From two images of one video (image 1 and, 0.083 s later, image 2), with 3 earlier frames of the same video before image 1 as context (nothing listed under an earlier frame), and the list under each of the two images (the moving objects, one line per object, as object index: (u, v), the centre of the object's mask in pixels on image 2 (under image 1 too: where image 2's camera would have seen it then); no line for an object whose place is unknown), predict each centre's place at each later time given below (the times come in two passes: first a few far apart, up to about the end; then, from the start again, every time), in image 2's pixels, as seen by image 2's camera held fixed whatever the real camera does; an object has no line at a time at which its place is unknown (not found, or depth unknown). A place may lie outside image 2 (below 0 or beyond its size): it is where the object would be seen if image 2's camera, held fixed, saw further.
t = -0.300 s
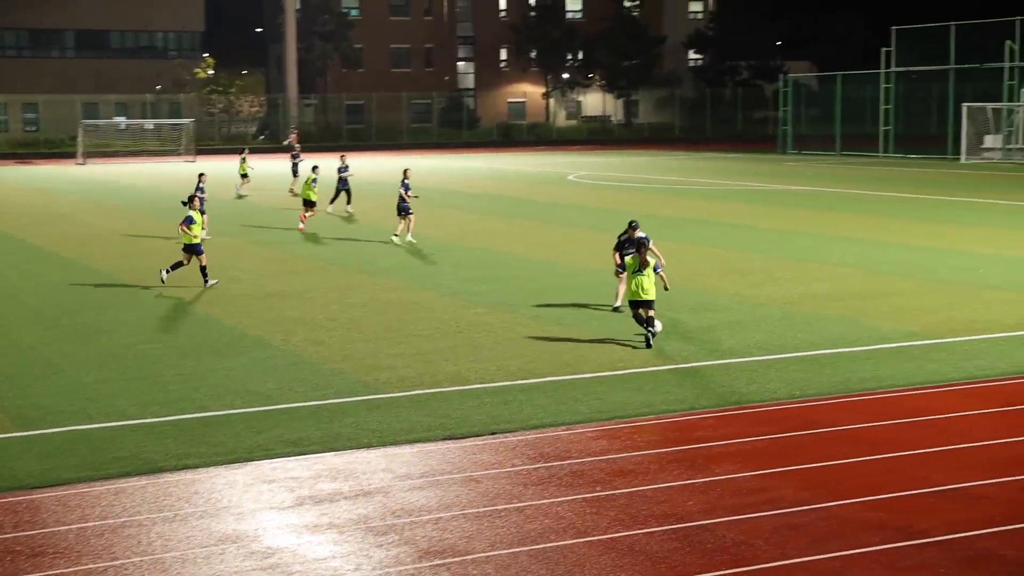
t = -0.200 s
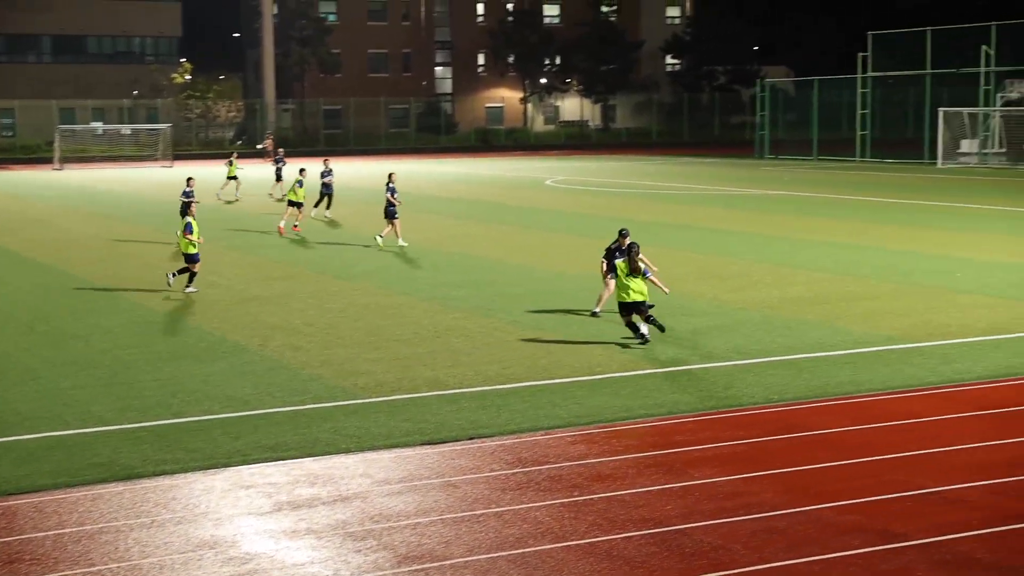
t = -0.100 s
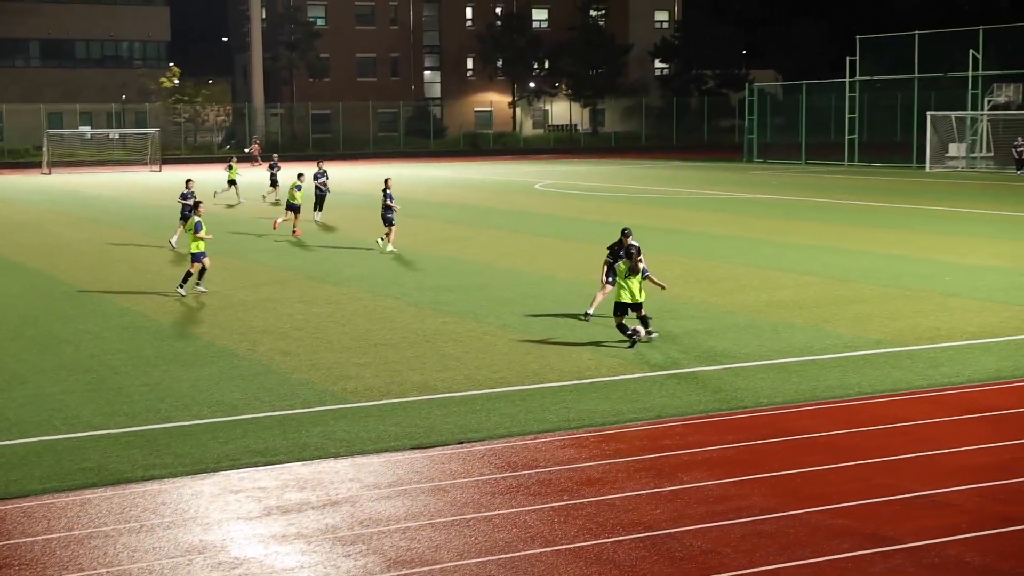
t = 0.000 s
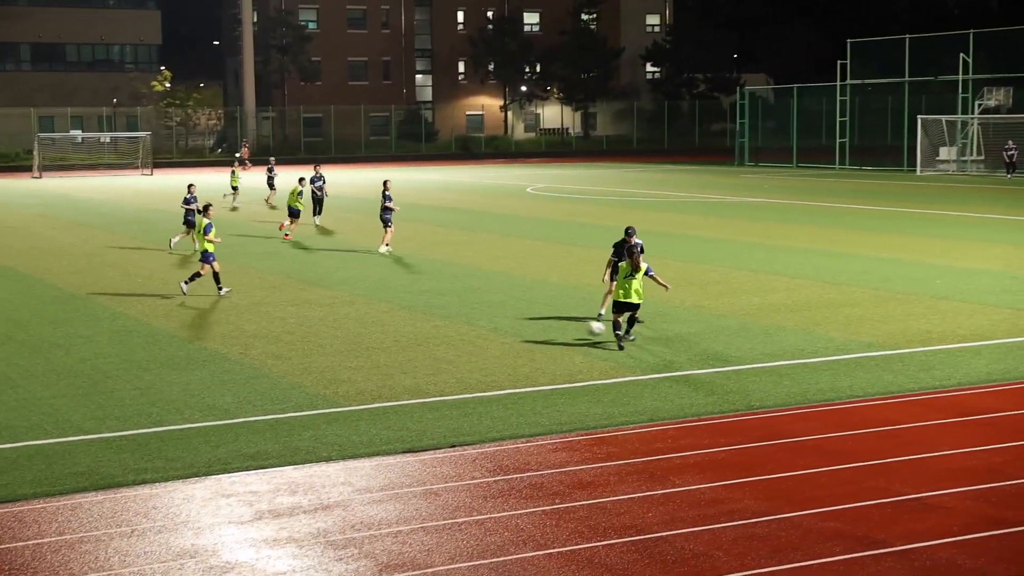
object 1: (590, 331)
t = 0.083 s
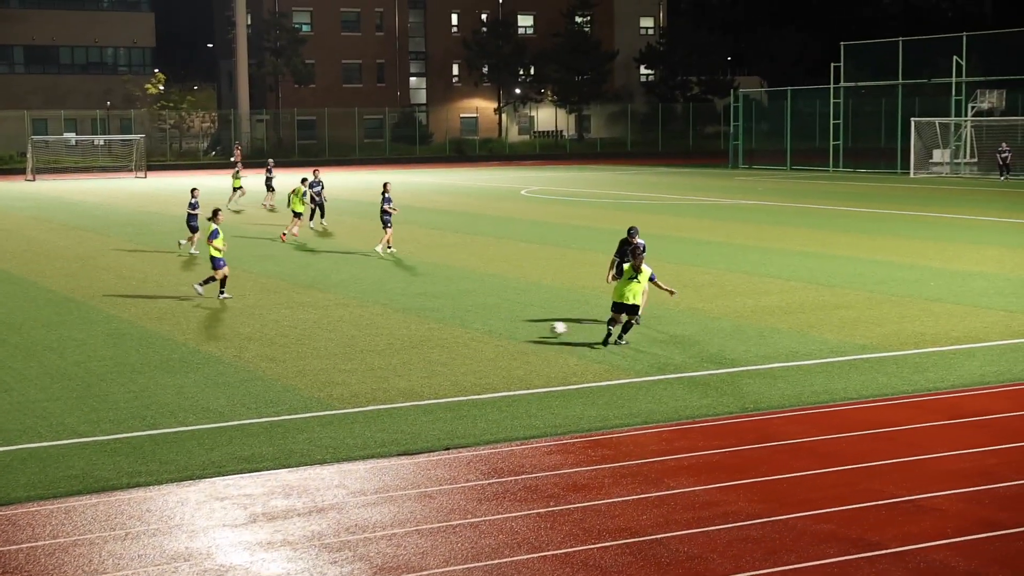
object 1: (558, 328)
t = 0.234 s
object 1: (509, 320)
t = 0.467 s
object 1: (449, 315)
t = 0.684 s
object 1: (406, 311)
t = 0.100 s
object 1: (553, 328)
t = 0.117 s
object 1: (546, 329)
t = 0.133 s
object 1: (540, 328)
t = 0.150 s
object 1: (535, 326)
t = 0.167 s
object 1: (529, 324)
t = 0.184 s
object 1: (524, 323)
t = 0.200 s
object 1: (519, 322)
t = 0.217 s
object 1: (514, 321)
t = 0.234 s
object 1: (509, 320)
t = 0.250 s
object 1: (505, 320)
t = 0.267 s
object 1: (499, 320)
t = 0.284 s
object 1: (494, 320)
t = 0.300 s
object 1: (490, 320)
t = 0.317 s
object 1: (485, 321)
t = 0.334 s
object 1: (480, 321)
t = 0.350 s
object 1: (475, 319)
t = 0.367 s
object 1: (472, 319)
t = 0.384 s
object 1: (468, 317)
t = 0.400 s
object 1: (464, 317)
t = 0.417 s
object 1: (460, 316)
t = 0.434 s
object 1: (456, 316)
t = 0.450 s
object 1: (453, 316)
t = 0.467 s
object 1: (449, 315)
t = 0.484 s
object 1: (445, 315)
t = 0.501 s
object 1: (441, 316)
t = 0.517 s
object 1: (438, 315)
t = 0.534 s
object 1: (434, 314)
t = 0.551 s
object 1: (431, 314)
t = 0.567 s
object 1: (428, 313)
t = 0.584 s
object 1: (425, 312)
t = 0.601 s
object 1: (421, 313)
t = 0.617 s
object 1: (418, 313)
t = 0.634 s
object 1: (415, 312)
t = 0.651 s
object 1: (412, 312)
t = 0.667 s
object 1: (409, 311)
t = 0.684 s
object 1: (406, 311)
